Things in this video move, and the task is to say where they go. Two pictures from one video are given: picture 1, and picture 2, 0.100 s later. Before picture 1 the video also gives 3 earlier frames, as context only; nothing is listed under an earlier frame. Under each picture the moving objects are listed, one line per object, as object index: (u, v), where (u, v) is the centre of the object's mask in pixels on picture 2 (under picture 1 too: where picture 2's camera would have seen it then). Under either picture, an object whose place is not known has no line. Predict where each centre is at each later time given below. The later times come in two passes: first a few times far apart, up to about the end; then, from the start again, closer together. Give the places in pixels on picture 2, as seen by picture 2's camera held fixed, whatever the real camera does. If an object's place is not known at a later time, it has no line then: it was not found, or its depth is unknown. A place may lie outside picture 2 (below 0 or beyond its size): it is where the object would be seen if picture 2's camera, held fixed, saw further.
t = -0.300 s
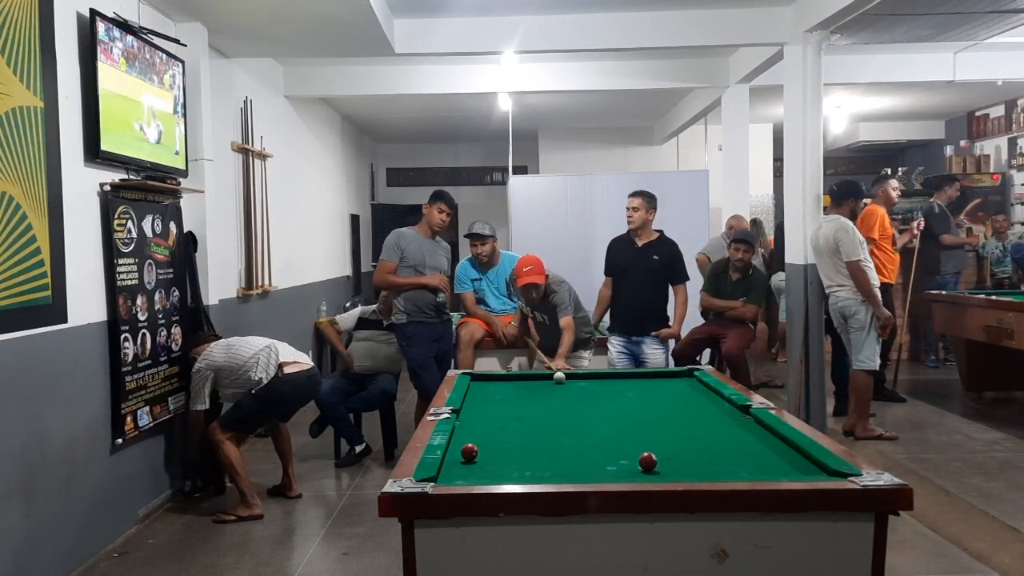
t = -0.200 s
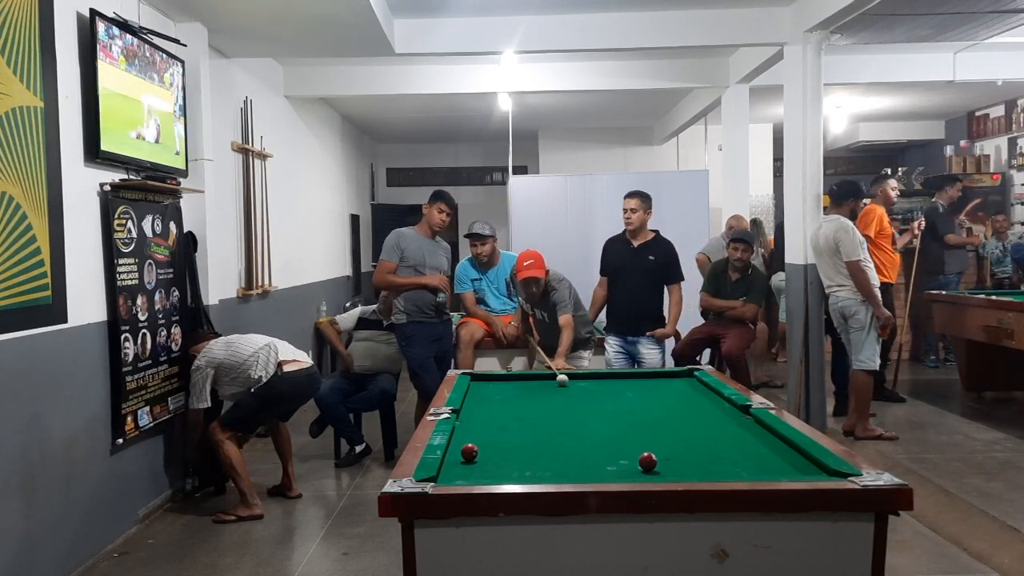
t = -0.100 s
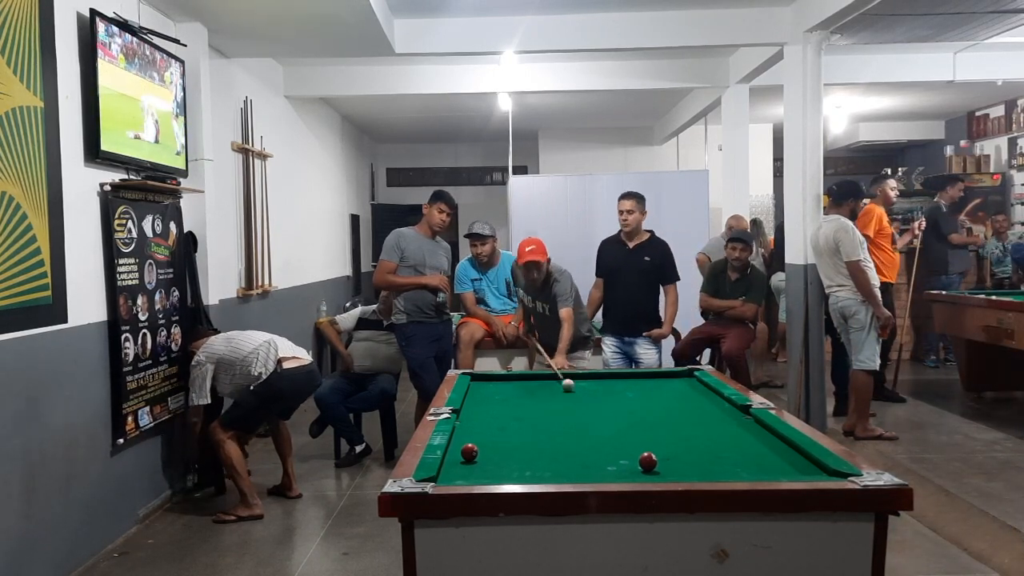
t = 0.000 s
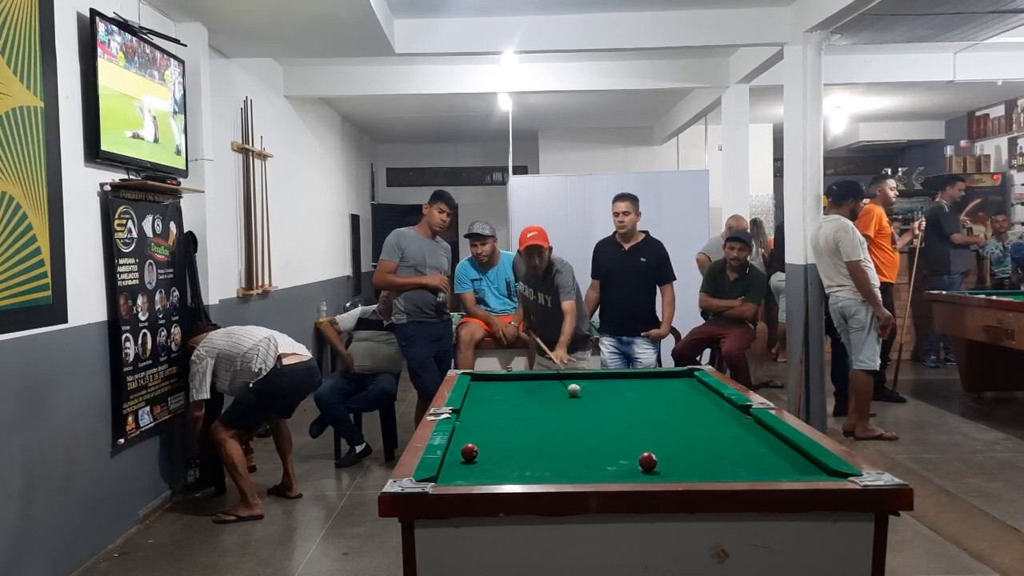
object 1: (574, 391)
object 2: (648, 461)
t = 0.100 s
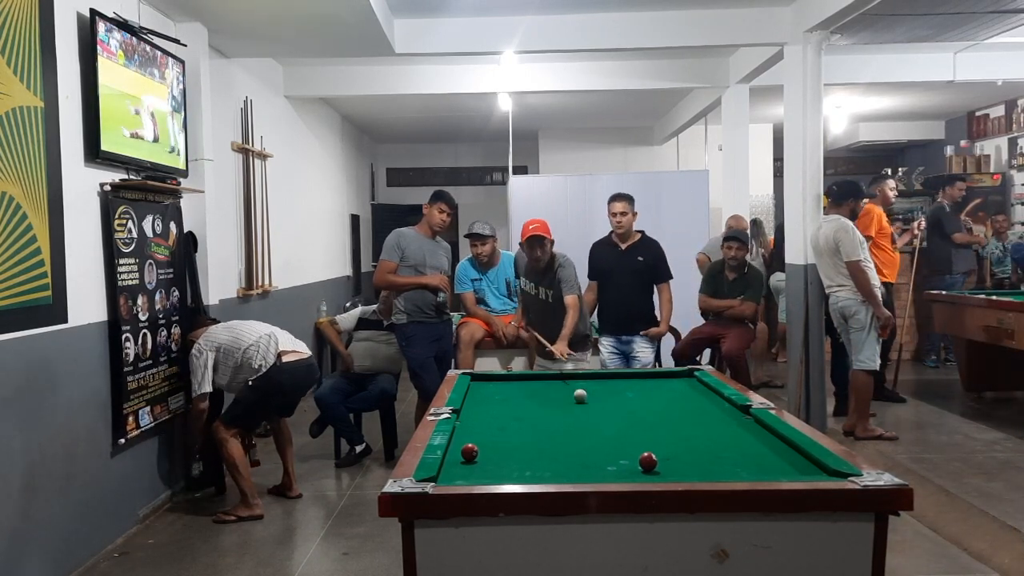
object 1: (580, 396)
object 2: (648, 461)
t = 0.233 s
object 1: (589, 404)
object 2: (648, 461)
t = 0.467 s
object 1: (607, 420)
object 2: (648, 461)
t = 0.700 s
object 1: (629, 440)
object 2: (648, 462)
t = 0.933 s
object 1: (657, 457)
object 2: (647, 468)
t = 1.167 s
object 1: (686, 467)
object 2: (640, 471)
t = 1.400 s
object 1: (718, 472)
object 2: (628, 462)
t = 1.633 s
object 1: (729, 469)
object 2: (619, 452)
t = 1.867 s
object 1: (738, 465)
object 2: (611, 444)
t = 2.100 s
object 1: (746, 460)
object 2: (603, 437)
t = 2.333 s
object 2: (597, 430)
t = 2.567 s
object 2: (591, 425)
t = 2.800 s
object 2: (586, 420)
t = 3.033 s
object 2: (582, 416)
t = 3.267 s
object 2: (579, 412)
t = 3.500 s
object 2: (575, 408)
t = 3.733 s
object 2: (572, 406)
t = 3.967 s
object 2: (570, 403)
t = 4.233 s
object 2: (568, 401)
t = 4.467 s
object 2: (567, 399)
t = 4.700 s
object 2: (565, 397)
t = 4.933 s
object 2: (563, 396)
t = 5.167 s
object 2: (562, 395)
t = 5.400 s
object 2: (562, 394)
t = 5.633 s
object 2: (562, 394)
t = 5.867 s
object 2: (562, 394)
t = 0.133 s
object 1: (582, 398)
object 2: (648, 461)
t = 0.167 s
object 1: (584, 400)
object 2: (648, 461)
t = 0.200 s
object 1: (586, 402)
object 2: (648, 461)
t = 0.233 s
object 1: (589, 404)
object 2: (648, 461)
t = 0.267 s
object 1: (591, 406)
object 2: (648, 461)
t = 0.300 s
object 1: (594, 409)
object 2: (648, 461)
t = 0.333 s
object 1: (596, 411)
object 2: (648, 461)
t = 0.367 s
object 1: (599, 413)
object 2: (648, 461)
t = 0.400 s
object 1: (602, 416)
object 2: (648, 461)
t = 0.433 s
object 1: (604, 418)
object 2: (648, 461)
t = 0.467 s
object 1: (607, 420)
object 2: (648, 461)
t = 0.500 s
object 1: (610, 423)
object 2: (648, 461)
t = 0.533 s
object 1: (613, 426)
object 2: (648, 461)
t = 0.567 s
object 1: (616, 428)
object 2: (648, 461)
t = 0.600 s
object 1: (619, 431)
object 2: (648, 461)
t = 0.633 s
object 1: (622, 434)
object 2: (648, 462)
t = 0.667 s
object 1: (626, 437)
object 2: (648, 462)
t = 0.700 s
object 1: (629, 440)
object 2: (648, 462)
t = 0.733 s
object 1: (632, 443)
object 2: (648, 462)
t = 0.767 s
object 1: (636, 446)
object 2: (648, 461)
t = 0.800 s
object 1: (639, 448)
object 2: (648, 461)
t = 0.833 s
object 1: (642, 449)
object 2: (648, 462)
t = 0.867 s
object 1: (647, 450)
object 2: (648, 461)
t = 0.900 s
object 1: (653, 453)
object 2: (648, 464)
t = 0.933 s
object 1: (657, 457)
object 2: (647, 468)
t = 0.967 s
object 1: (661, 459)
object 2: (647, 470)
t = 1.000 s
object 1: (665, 461)
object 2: (647, 472)
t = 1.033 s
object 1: (669, 462)
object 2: (647, 474)
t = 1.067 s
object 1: (673, 463)
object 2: (645, 473)
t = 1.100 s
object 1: (678, 465)
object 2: (643, 473)
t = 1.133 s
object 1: (682, 466)
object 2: (642, 472)
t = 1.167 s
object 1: (686, 467)
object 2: (640, 471)
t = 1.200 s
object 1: (691, 468)
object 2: (639, 470)
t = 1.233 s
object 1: (695, 469)
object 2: (637, 469)
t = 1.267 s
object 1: (700, 470)
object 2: (635, 468)
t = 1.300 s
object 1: (705, 470)
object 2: (634, 467)
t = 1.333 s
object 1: (709, 471)
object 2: (632, 465)
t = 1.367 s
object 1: (714, 471)
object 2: (630, 464)
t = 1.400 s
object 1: (718, 472)
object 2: (628, 462)
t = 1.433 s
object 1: (720, 471)
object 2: (627, 461)
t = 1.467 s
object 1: (721, 471)
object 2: (626, 459)
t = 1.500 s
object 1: (723, 471)
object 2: (624, 458)
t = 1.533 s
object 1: (725, 470)
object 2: (623, 457)
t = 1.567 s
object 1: (726, 470)
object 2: (622, 455)
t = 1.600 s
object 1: (728, 469)
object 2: (620, 454)
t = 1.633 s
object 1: (729, 469)
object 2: (619, 452)
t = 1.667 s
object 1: (730, 468)
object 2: (618, 451)
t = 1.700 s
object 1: (731, 468)
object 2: (616, 450)
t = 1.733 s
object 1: (733, 467)
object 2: (615, 449)
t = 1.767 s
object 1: (734, 467)
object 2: (614, 448)
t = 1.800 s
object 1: (735, 466)
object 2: (613, 446)
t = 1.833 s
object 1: (737, 466)
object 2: (612, 445)
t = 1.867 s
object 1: (738, 465)
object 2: (611, 444)
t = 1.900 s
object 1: (739, 464)
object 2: (610, 443)
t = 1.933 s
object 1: (740, 463)
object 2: (608, 442)
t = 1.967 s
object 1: (741, 463)
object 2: (607, 441)
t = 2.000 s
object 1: (742, 462)
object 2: (606, 440)
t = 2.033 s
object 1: (743, 461)
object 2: (605, 438)
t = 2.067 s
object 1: (744, 461)
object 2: (604, 438)
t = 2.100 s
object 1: (746, 460)
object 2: (603, 437)
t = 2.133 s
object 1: (746, 459)
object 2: (603, 436)
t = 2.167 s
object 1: (747, 459)
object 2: (602, 435)
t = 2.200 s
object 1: (748, 458)
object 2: (601, 434)
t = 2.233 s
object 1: (749, 457)
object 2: (600, 433)
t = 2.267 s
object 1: (750, 457)
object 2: (599, 432)
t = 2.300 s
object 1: (751, 456)
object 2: (598, 431)
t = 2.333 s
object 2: (597, 430)
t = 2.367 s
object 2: (596, 429)
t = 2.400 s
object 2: (595, 429)
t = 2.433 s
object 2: (594, 428)
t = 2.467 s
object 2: (593, 427)
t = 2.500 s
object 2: (593, 426)
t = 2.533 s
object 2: (592, 426)
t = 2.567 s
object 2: (591, 425)
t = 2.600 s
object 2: (590, 424)
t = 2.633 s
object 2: (590, 423)
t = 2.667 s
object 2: (589, 422)
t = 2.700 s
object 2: (588, 422)
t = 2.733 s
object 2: (588, 421)
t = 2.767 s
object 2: (587, 420)
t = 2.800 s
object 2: (586, 420)
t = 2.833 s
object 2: (586, 419)
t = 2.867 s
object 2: (585, 418)
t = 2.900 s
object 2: (585, 418)
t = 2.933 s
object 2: (584, 417)
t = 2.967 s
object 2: (584, 417)
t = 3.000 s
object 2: (583, 416)
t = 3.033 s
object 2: (582, 416)
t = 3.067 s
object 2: (582, 415)
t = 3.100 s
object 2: (581, 415)
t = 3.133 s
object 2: (581, 414)
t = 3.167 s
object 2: (580, 413)
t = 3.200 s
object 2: (579, 413)
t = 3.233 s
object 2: (579, 412)
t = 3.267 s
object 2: (579, 412)
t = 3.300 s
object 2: (578, 411)
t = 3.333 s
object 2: (577, 411)
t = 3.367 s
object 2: (577, 410)
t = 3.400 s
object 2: (576, 410)
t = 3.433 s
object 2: (576, 409)
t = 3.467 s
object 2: (575, 409)
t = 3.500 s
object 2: (575, 408)
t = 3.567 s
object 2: (574, 408)
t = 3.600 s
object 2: (574, 407)
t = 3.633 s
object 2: (574, 407)
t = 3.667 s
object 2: (573, 406)
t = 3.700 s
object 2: (573, 406)
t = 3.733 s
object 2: (572, 406)
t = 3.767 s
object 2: (572, 405)
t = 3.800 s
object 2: (572, 405)
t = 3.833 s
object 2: (571, 405)
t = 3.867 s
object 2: (571, 404)
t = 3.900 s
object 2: (570, 404)
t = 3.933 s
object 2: (570, 404)
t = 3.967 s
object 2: (570, 403)
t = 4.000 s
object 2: (570, 403)
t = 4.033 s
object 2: (569, 403)
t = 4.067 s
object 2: (569, 402)
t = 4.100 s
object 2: (569, 402)
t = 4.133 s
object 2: (569, 401)
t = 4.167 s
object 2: (568, 401)
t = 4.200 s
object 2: (568, 401)
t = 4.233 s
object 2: (568, 401)
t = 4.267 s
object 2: (568, 400)
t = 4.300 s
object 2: (568, 400)
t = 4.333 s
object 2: (567, 400)
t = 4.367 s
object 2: (567, 399)
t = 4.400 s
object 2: (567, 399)
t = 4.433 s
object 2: (567, 399)
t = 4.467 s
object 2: (567, 399)
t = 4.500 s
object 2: (566, 399)
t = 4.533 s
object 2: (566, 399)
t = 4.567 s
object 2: (566, 398)
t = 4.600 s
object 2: (566, 398)
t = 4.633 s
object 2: (566, 398)
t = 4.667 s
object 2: (565, 398)
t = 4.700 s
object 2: (565, 397)
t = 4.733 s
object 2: (565, 397)
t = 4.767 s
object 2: (564, 397)
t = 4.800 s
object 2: (564, 397)
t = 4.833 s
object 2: (564, 397)
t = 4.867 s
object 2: (564, 396)
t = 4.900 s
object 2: (563, 396)
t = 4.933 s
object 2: (563, 396)
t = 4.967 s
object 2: (563, 396)
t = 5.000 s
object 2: (563, 396)
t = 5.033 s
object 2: (563, 396)
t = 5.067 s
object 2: (563, 395)
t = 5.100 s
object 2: (562, 395)
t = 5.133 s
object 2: (562, 395)
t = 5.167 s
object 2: (562, 395)
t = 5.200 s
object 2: (562, 395)
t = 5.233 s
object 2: (562, 395)
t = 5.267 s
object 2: (562, 395)
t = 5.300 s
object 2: (562, 395)
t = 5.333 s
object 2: (562, 395)
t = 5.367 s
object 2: (562, 395)
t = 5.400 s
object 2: (562, 394)
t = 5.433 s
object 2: (562, 394)
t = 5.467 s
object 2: (562, 394)
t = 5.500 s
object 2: (562, 394)
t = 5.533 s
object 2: (562, 394)
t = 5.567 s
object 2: (562, 394)
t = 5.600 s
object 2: (562, 394)
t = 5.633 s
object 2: (562, 394)
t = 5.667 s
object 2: (562, 394)
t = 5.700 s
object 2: (562, 394)
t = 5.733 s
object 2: (562, 394)
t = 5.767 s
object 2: (562, 394)
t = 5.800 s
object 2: (562, 394)
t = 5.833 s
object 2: (562, 394)
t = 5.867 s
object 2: (562, 394)
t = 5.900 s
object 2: (562, 394)
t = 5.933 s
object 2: (562, 394)
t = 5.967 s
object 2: (562, 394)
